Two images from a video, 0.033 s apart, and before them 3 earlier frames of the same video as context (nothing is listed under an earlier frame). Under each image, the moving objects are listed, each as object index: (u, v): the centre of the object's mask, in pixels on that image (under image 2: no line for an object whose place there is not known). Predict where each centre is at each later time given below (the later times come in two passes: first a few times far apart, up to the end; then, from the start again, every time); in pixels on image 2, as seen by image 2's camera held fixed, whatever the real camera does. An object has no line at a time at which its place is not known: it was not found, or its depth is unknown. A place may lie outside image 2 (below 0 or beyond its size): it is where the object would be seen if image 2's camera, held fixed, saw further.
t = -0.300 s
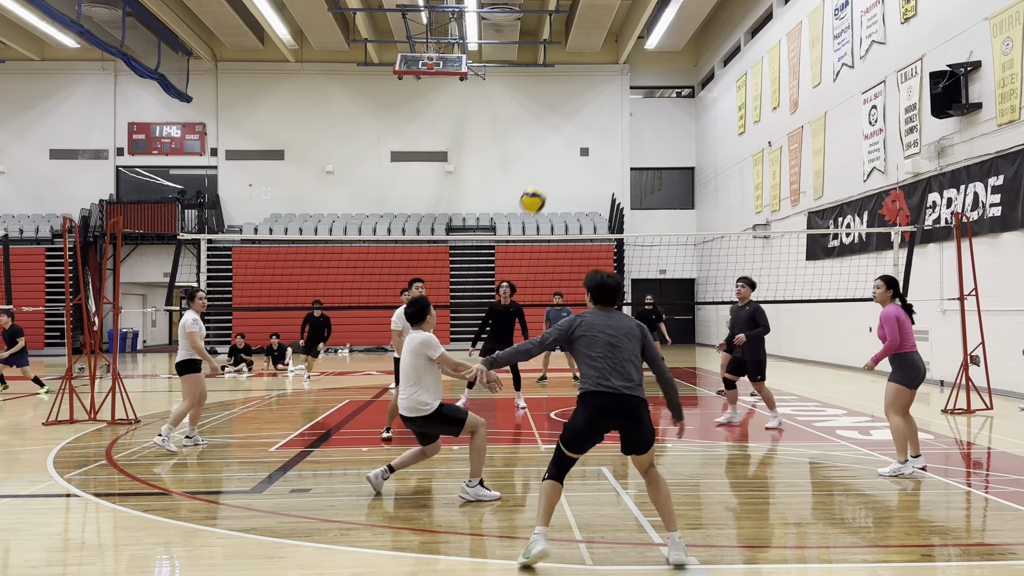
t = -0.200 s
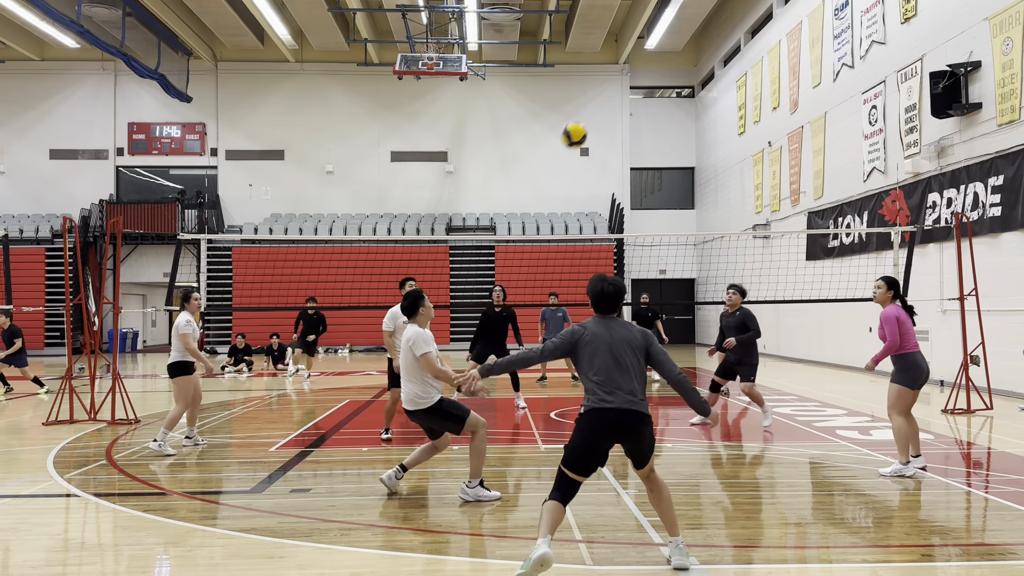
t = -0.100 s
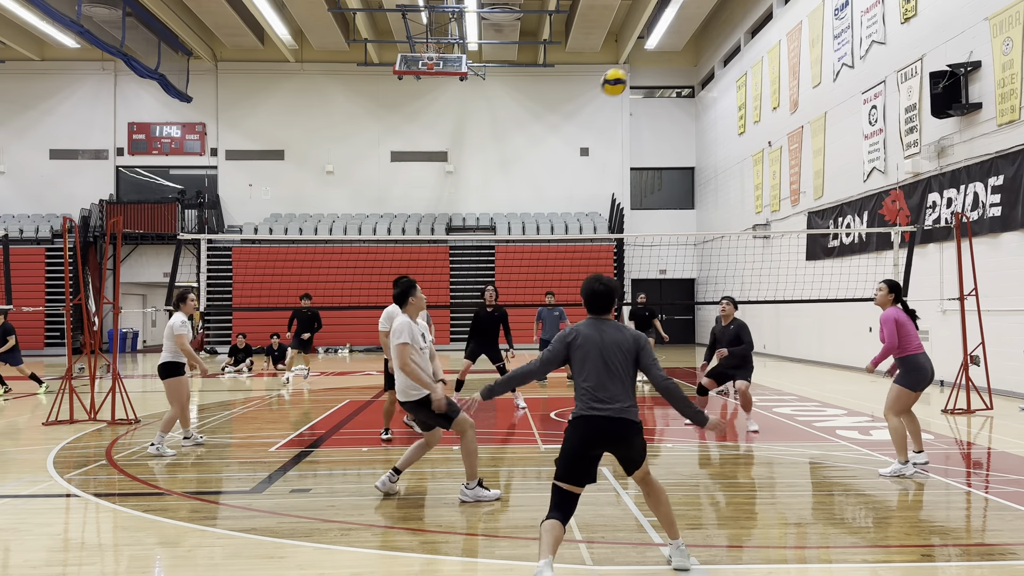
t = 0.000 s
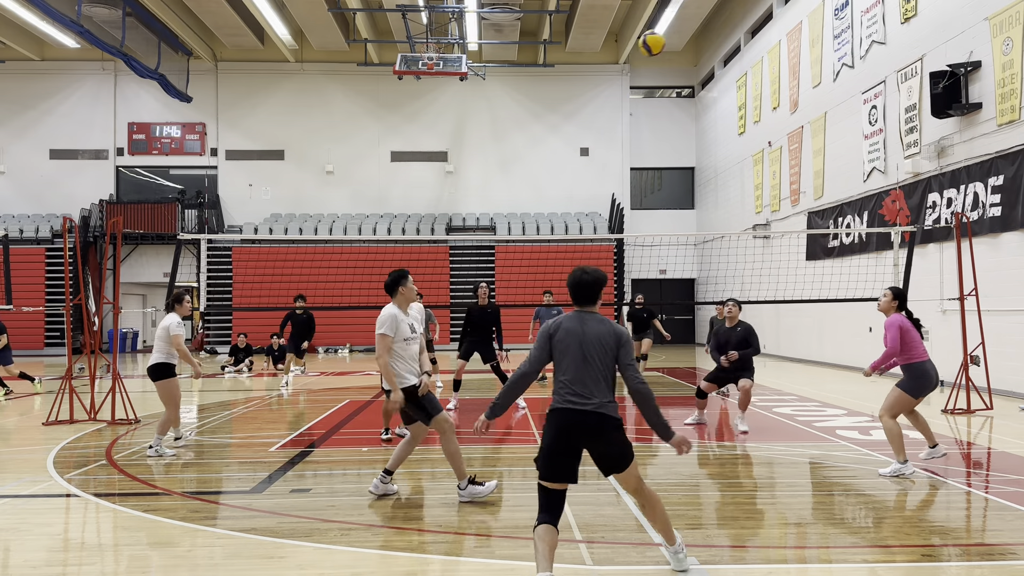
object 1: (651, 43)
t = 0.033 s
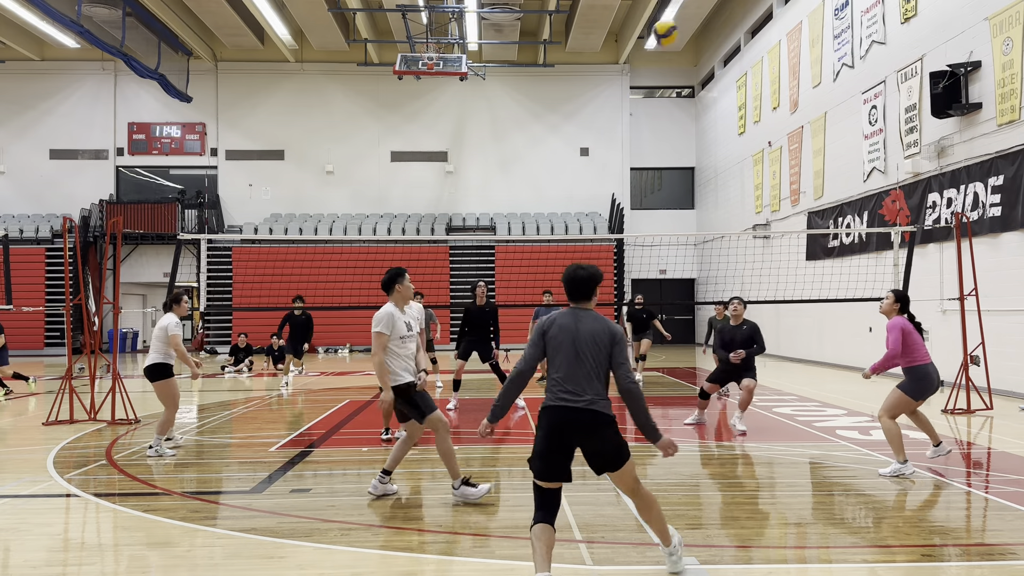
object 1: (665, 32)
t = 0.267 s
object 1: (748, 4)
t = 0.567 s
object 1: (848, 39)
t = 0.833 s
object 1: (930, 152)
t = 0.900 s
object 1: (949, 190)
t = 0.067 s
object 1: (677, 23)
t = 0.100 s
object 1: (689, 15)
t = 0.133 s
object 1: (701, 10)
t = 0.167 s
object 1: (713, 8)
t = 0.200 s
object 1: (724, 6)
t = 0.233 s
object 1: (736, 5)
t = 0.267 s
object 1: (748, 4)
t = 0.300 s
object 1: (759, 4)
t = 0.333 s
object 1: (771, 5)
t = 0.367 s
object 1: (781, 6)
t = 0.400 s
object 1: (793, 7)
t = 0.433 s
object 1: (804, 10)
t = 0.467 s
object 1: (816, 15)
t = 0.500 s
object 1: (827, 22)
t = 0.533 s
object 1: (837, 30)
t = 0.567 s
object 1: (848, 39)
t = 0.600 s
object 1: (859, 49)
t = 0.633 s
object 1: (869, 61)
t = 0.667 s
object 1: (880, 74)
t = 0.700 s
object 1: (890, 87)
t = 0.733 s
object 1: (900, 102)
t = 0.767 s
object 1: (910, 118)
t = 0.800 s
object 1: (920, 134)
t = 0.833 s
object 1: (930, 152)
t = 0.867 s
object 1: (941, 173)
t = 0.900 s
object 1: (949, 190)
